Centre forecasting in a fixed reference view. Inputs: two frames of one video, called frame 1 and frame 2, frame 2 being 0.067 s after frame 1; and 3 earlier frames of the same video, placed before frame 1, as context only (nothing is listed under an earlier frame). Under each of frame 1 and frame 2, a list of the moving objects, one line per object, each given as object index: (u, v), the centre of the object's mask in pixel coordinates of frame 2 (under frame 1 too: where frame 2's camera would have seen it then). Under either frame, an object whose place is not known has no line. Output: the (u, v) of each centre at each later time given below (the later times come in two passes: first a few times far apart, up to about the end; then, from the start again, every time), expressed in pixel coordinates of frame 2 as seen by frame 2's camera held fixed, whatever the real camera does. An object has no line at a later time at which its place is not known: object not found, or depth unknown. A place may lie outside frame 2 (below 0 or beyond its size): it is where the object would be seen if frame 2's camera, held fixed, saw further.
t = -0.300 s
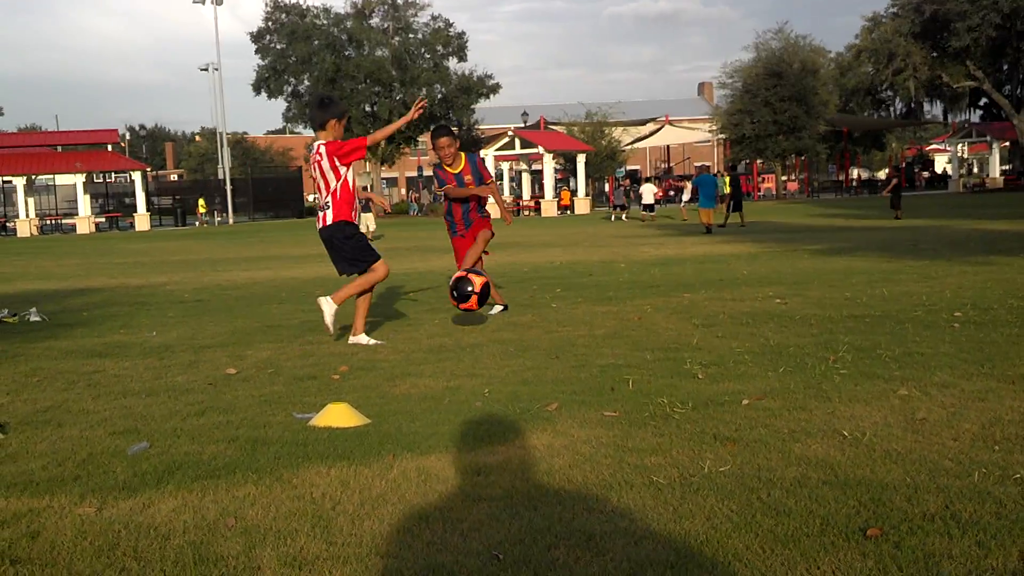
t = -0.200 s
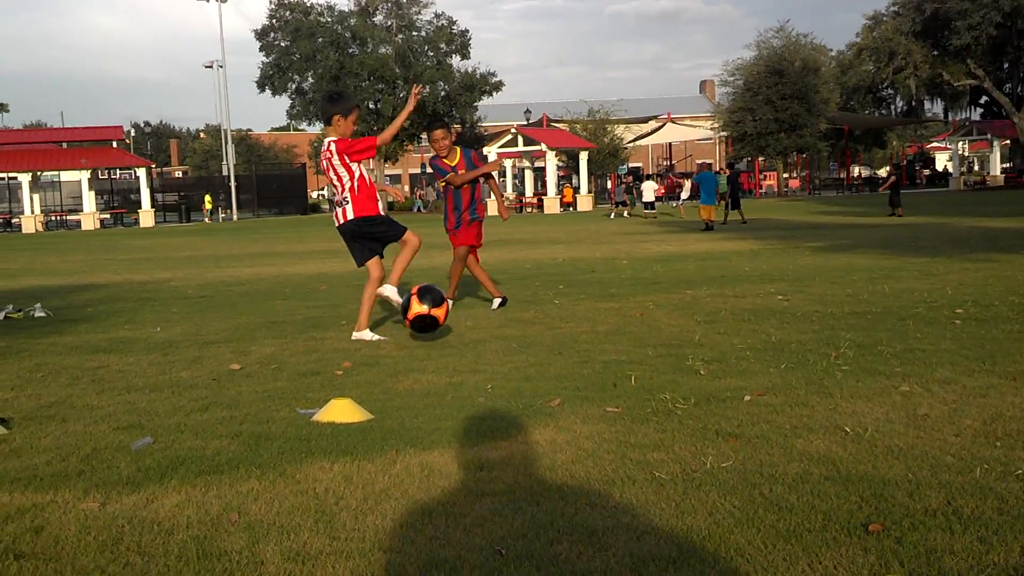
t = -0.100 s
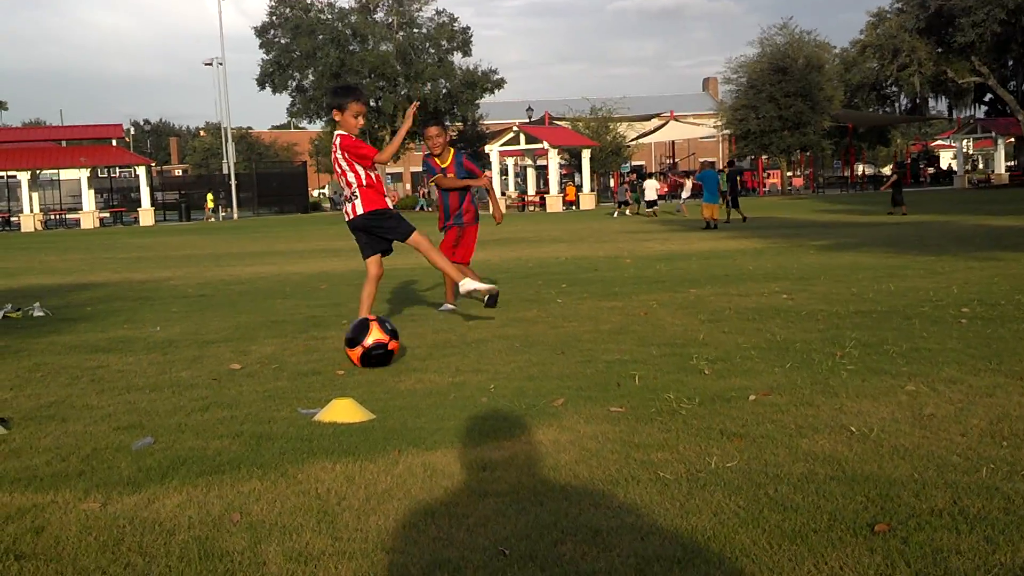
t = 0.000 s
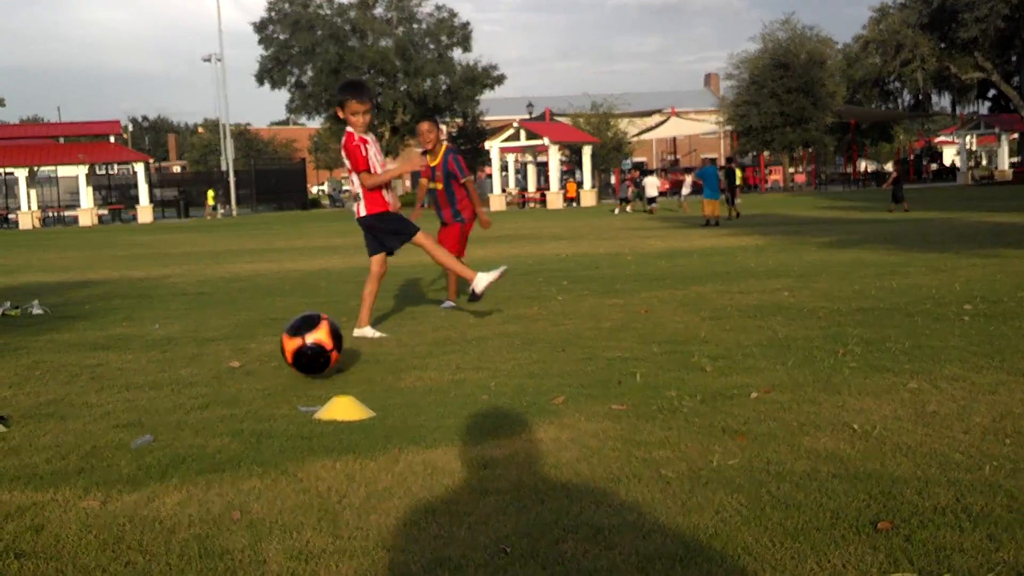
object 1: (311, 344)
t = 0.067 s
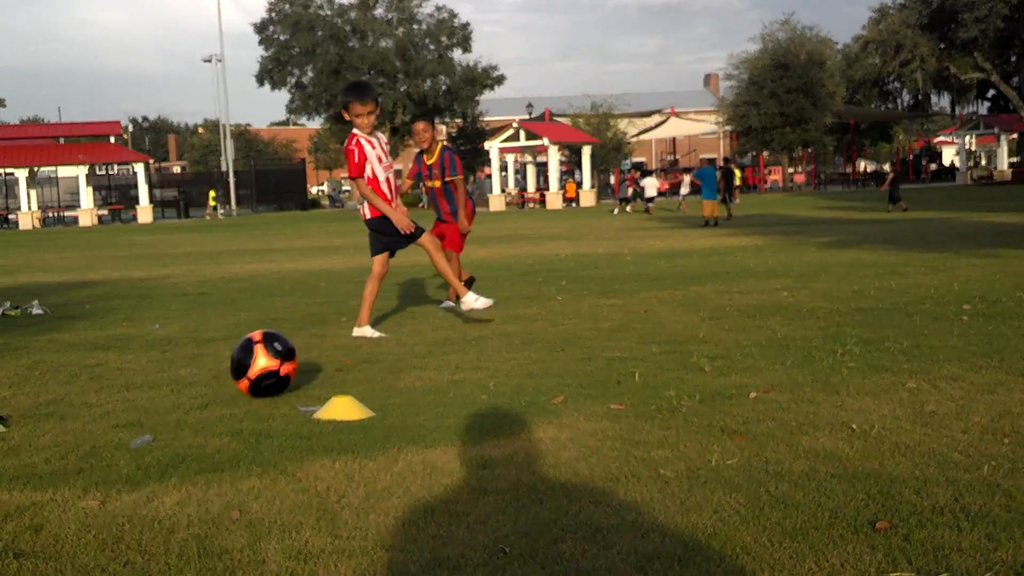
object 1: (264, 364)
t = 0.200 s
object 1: (158, 386)
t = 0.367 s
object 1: (5, 432)
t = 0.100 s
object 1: (237, 377)
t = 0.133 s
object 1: (212, 381)
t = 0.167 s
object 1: (186, 382)
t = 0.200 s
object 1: (158, 386)
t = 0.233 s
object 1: (127, 393)
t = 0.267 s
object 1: (93, 406)
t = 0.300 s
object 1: (58, 420)
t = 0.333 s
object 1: (25, 429)
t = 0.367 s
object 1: (5, 432)
